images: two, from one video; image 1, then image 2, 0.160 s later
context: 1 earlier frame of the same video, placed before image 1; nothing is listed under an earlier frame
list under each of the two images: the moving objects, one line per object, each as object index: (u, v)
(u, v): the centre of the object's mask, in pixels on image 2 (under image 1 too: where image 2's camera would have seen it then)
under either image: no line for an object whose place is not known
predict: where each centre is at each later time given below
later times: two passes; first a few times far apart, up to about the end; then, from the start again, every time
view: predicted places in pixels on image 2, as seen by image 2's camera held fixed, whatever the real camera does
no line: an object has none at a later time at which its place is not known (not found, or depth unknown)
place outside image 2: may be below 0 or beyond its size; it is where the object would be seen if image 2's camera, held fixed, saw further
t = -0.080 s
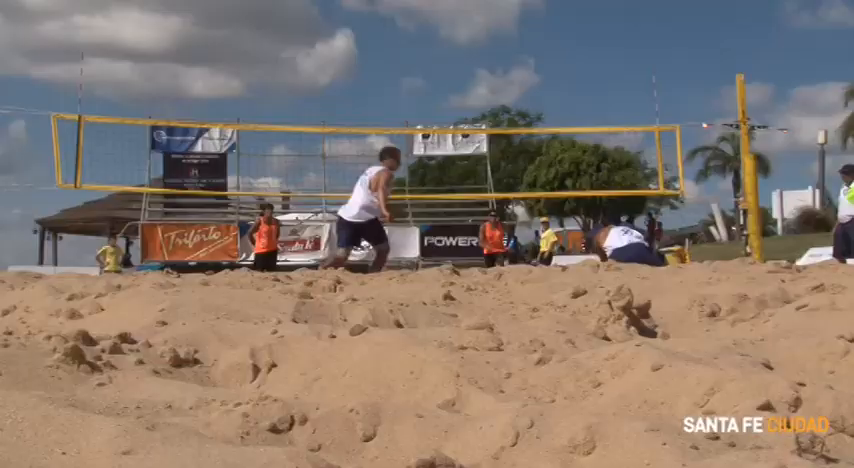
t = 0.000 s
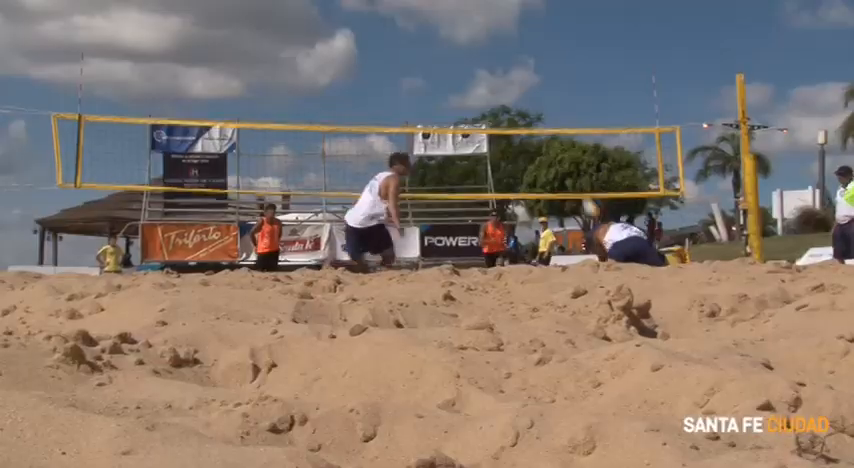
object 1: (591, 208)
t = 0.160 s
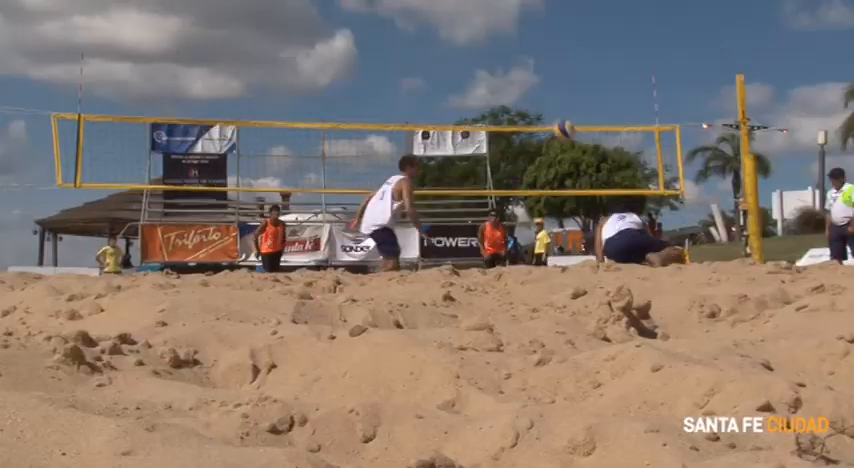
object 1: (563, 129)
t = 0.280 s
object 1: (543, 87)
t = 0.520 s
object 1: (503, 50)
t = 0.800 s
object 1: (461, 68)
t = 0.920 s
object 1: (444, 94)
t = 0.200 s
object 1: (556, 113)
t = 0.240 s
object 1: (550, 100)
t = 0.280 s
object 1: (543, 87)
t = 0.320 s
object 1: (536, 78)
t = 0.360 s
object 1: (530, 69)
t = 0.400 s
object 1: (523, 62)
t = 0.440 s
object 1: (517, 57)
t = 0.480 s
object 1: (510, 53)
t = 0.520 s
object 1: (503, 50)
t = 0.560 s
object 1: (498, 49)
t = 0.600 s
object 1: (492, 49)
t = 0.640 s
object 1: (485, 51)
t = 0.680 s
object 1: (479, 53)
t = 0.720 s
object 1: (473, 57)
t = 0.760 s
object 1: (467, 62)
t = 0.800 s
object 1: (461, 68)
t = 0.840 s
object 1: (456, 75)
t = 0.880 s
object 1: (450, 84)
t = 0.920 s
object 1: (444, 94)
